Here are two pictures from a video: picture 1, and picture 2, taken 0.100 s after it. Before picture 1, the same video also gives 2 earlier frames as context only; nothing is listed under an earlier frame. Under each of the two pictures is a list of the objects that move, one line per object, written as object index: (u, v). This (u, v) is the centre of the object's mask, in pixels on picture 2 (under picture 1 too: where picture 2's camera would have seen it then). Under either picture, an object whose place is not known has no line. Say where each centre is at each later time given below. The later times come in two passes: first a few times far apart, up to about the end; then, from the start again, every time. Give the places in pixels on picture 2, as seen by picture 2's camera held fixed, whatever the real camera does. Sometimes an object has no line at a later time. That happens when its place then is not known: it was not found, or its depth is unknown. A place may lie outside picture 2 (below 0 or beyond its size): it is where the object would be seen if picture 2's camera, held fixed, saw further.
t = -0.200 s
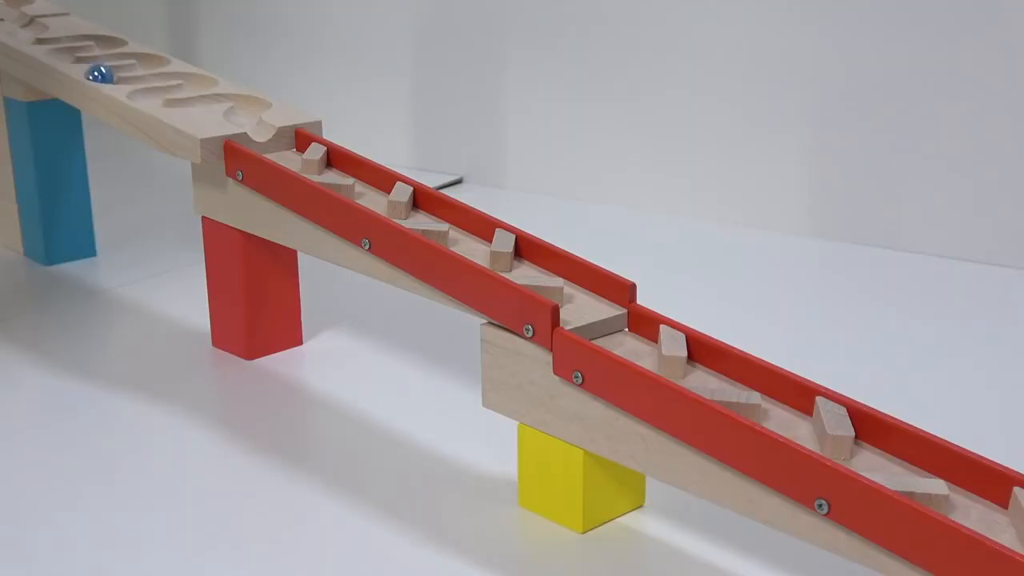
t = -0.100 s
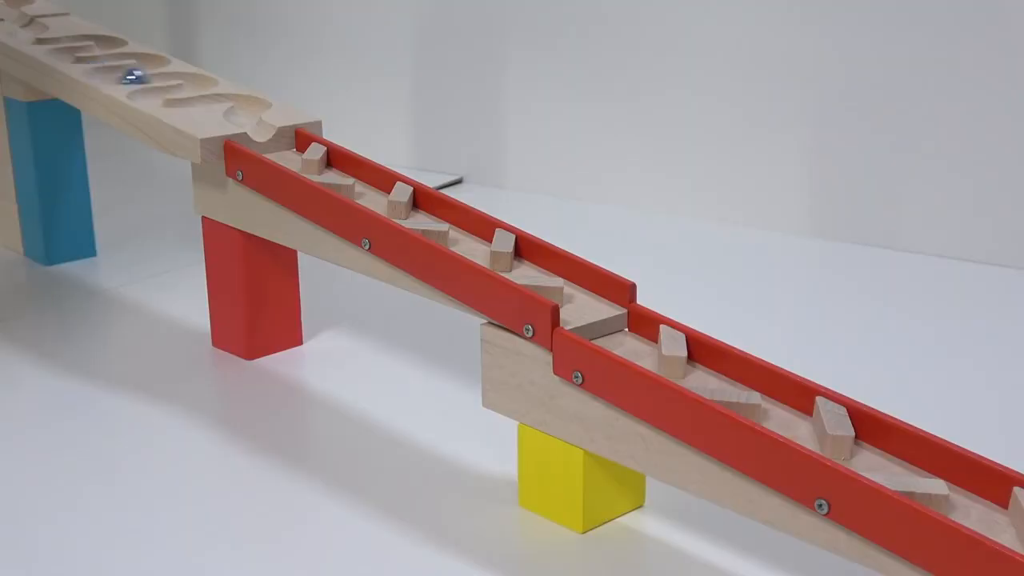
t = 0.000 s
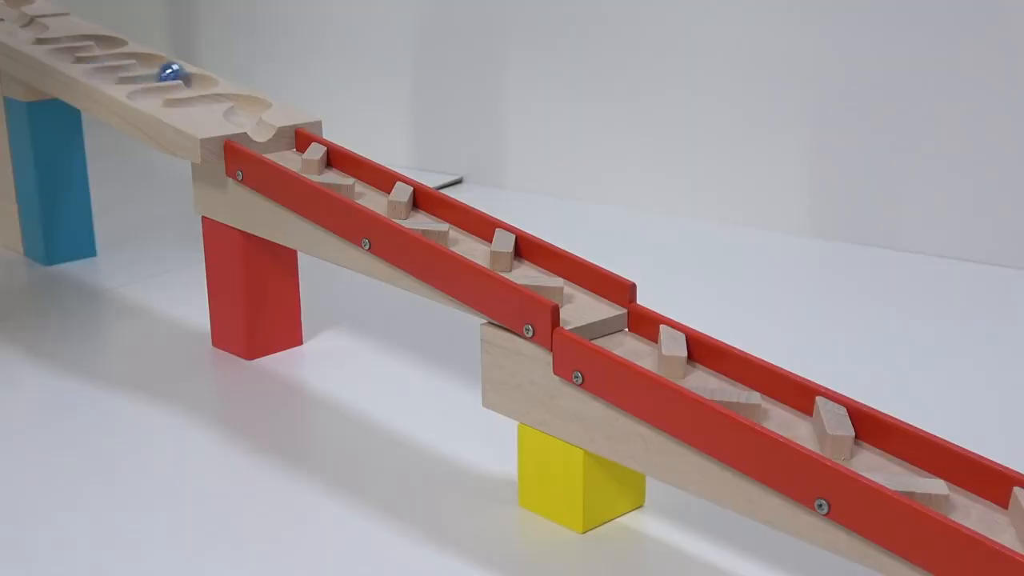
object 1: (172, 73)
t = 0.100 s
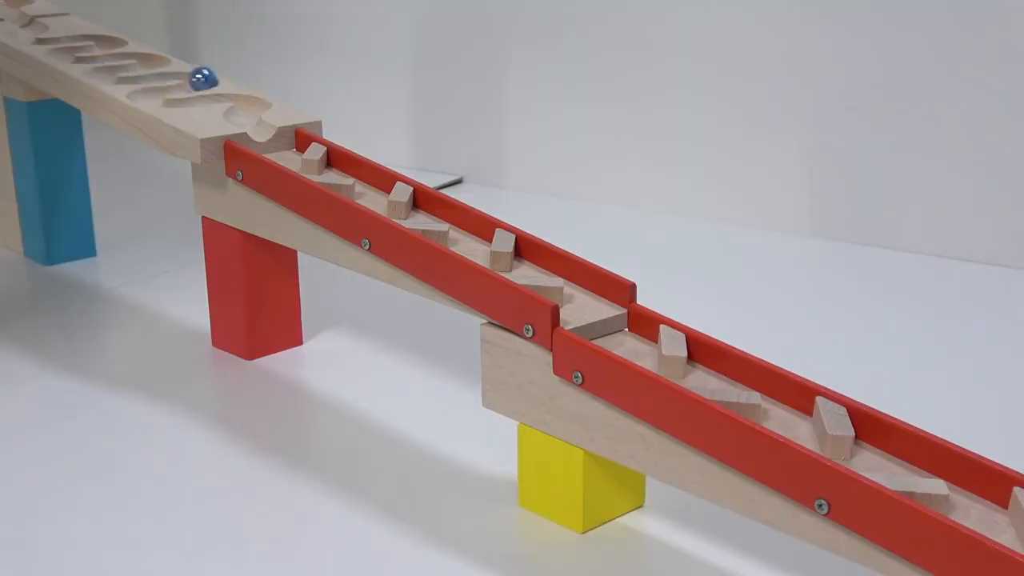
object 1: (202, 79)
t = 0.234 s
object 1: (177, 86)
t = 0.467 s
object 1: (175, 99)
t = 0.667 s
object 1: (250, 103)
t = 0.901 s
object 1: (255, 122)
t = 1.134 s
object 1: (281, 154)
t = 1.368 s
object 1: (294, 160)
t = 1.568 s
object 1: (346, 168)
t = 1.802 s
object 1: (371, 191)
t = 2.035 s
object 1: (415, 211)
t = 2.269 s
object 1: (468, 226)
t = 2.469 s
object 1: (473, 243)
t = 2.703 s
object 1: (514, 263)
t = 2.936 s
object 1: (589, 284)
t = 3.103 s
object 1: (640, 325)
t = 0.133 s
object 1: (204, 79)
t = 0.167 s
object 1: (198, 83)
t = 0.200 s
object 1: (189, 84)
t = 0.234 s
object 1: (177, 86)
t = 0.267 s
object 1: (161, 90)
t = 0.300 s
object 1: (148, 92)
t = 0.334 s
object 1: (143, 93)
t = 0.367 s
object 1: (145, 96)
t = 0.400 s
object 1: (148, 97)
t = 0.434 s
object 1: (158, 99)
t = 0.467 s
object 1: (175, 99)
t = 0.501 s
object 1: (190, 99)
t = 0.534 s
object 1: (204, 97)
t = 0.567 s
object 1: (216, 95)
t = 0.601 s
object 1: (227, 93)
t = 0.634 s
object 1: (240, 99)
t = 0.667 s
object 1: (250, 103)
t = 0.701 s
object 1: (256, 103)
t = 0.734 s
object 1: (253, 108)
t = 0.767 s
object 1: (244, 111)
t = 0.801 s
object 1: (238, 112)
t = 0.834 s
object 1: (240, 115)
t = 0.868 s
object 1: (247, 118)
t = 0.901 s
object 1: (255, 122)
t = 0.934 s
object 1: (262, 126)
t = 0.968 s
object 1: (274, 142)
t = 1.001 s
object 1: (286, 143)
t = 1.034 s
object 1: (283, 151)
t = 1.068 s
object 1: (278, 153)
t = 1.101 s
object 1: (285, 154)
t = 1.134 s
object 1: (281, 154)
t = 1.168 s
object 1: (279, 154)
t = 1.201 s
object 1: (282, 155)
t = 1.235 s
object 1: (285, 156)
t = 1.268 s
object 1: (287, 157)
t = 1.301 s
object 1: (286, 158)
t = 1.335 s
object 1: (289, 159)
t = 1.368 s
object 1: (294, 160)
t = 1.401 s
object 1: (299, 162)
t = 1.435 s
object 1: (305, 164)
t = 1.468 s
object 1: (313, 167)
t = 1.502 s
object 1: (323, 167)
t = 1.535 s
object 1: (334, 167)
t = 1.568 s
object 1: (346, 168)
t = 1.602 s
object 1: (360, 175)
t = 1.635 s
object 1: (366, 179)
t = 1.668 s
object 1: (373, 181)
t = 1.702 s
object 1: (377, 183)
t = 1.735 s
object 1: (377, 186)
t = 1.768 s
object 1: (373, 189)
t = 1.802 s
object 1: (371, 191)
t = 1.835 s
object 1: (369, 193)
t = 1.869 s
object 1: (369, 196)
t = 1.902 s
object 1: (372, 199)
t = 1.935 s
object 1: (381, 203)
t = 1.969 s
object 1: (391, 206)
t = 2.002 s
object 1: (402, 210)
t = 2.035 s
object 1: (415, 211)
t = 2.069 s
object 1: (429, 211)
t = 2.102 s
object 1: (447, 216)
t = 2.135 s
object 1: (454, 220)
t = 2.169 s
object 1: (460, 222)
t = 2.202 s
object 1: (460, 223)
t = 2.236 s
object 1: (465, 225)
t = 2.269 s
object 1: (468, 226)
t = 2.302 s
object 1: (472, 229)
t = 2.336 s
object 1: (476, 232)
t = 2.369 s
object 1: (475, 234)
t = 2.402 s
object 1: (473, 237)
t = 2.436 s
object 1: (472, 240)
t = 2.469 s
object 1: (473, 243)
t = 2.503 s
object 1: (472, 246)
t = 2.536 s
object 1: (473, 249)
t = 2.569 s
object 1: (480, 253)
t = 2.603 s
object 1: (485, 256)
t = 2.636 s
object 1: (494, 260)
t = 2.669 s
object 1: (503, 262)
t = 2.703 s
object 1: (514, 263)
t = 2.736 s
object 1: (525, 263)
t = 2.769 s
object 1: (539, 264)
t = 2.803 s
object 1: (554, 265)
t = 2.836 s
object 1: (570, 274)
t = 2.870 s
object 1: (576, 278)
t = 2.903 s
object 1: (581, 282)
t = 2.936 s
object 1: (589, 284)
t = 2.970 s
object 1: (597, 289)
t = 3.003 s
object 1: (607, 294)
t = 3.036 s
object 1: (618, 300)
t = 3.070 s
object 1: (629, 324)
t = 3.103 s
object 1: (640, 325)
